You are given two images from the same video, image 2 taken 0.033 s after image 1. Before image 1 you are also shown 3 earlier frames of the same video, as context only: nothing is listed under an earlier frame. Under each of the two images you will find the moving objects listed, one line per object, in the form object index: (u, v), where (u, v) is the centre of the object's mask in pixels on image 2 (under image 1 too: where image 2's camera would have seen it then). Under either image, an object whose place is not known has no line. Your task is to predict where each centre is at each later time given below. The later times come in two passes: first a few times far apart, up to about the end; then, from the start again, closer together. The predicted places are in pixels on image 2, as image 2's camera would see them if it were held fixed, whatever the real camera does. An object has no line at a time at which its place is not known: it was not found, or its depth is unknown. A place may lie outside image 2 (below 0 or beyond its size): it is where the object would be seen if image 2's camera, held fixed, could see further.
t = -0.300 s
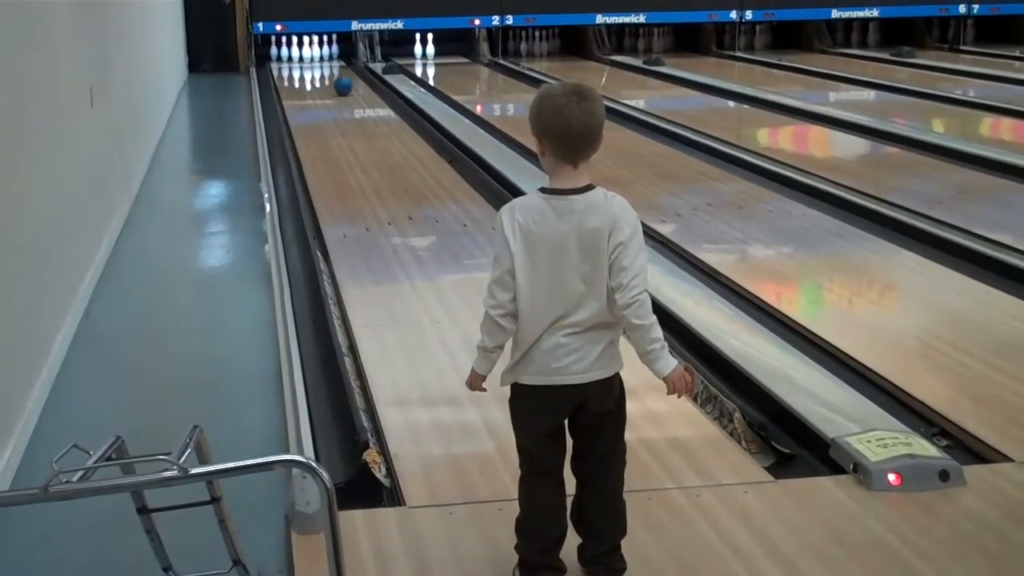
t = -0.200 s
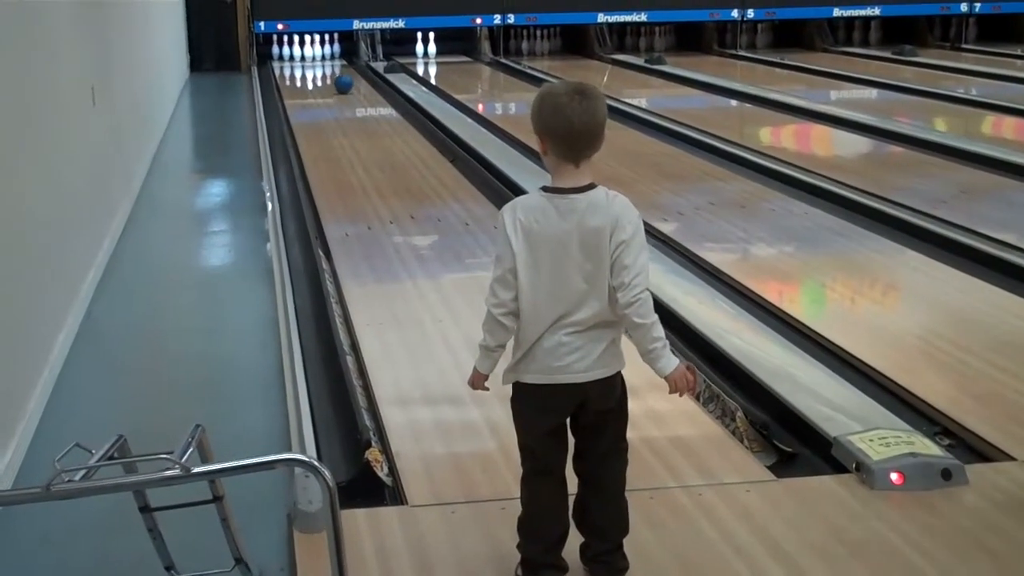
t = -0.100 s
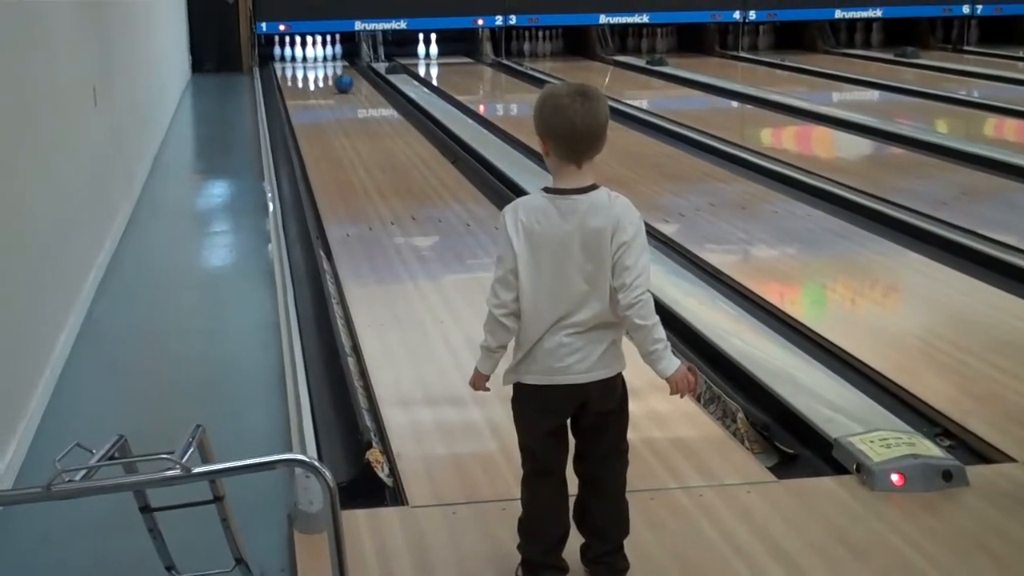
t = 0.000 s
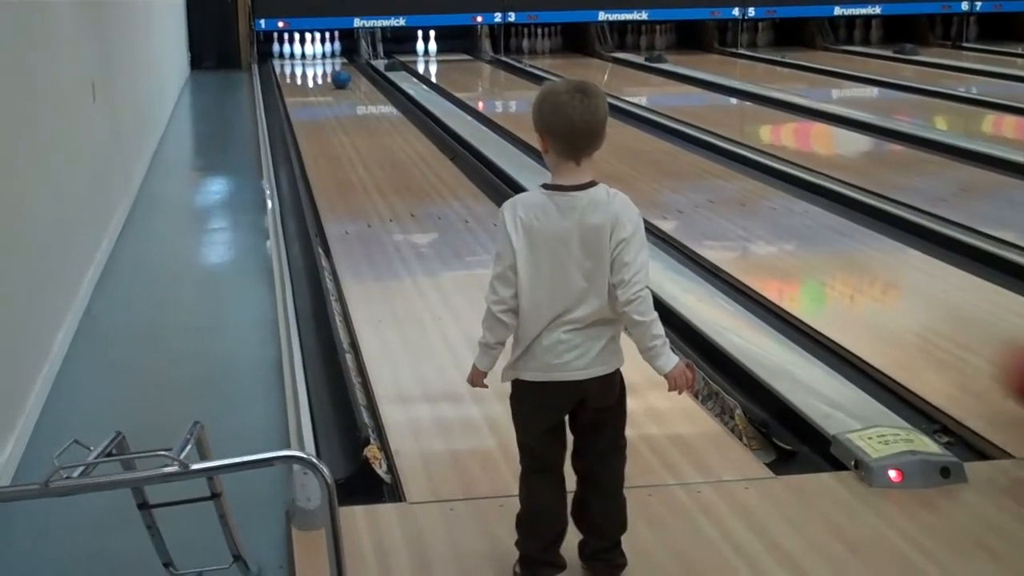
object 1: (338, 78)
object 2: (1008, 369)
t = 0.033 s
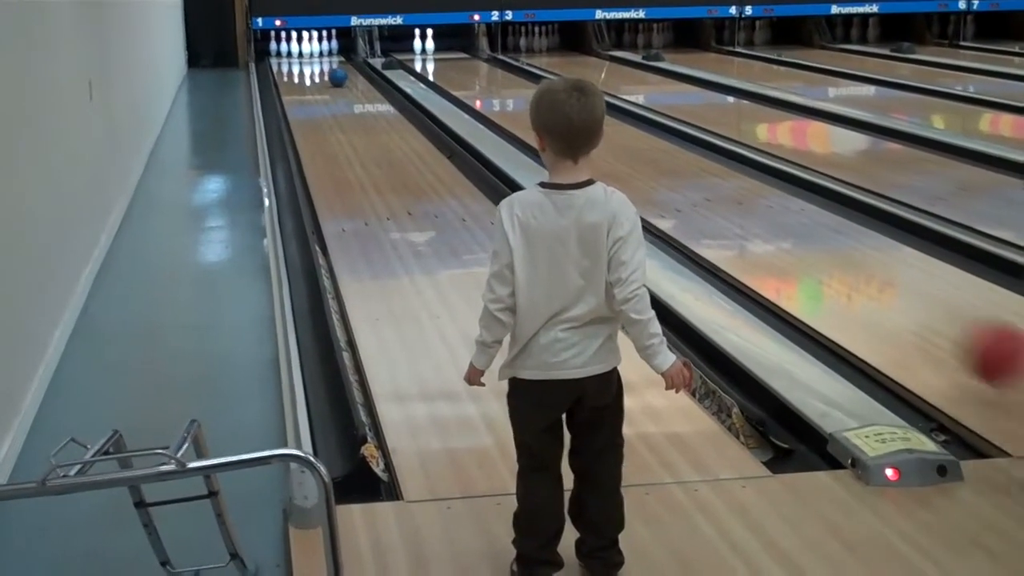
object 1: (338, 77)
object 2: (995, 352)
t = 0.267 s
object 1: (335, 75)
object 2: (811, 270)
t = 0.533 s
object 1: (331, 73)
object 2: (688, 200)
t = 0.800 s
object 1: (329, 71)
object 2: (611, 158)
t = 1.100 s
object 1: (326, 68)
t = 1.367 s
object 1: (323, 66)
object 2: (510, 102)
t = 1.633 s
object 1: (321, 64)
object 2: (480, 86)
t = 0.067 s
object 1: (338, 77)
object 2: (967, 337)
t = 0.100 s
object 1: (337, 78)
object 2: (934, 325)
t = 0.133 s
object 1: (337, 77)
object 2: (905, 318)
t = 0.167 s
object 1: (336, 76)
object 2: (878, 307)
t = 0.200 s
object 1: (336, 76)
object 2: (854, 293)
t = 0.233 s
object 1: (336, 76)
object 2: (832, 282)
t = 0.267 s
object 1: (335, 75)
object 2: (811, 270)
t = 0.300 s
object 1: (335, 75)
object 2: (792, 259)
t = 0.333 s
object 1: (334, 74)
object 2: (775, 250)
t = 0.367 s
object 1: (333, 74)
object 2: (759, 241)
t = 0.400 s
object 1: (333, 74)
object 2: (742, 232)
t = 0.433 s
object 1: (333, 74)
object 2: (726, 223)
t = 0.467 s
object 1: (332, 74)
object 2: (713, 214)
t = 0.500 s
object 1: (332, 73)
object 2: (700, 207)
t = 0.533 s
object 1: (331, 73)
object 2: (688, 200)
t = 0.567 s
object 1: (331, 73)
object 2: (676, 194)
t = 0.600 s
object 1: (331, 72)
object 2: (664, 189)
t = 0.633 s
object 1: (331, 72)
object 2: (655, 182)
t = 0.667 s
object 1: (330, 71)
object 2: (644, 176)
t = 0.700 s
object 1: (330, 71)
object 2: (635, 171)
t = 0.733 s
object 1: (330, 71)
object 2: (626, 167)
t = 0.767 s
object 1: (329, 71)
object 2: (617, 162)
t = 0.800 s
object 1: (329, 71)
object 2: (611, 158)
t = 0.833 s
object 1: (329, 70)
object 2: (606, 157)
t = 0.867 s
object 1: (328, 70)
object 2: (602, 155)
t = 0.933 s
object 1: (327, 69)
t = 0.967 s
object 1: (327, 69)
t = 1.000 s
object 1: (326, 69)
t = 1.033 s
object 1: (326, 68)
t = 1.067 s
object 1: (326, 68)
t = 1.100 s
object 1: (326, 68)
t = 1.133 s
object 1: (326, 68)
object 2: (535, 124)
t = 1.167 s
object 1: (325, 68)
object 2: (532, 119)
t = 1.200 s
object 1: (325, 67)
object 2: (529, 115)
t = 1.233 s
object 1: (324, 67)
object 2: (527, 113)
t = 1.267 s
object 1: (323, 67)
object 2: (523, 110)
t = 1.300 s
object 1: (323, 67)
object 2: (519, 107)
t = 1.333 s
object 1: (323, 66)
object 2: (513, 105)
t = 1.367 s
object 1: (323, 66)
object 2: (510, 102)
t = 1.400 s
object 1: (323, 65)
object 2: (506, 99)
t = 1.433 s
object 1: (322, 65)
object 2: (502, 96)
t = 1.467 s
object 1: (322, 65)
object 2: (498, 95)
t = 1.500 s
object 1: (321, 65)
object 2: (494, 93)
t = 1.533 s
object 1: (321, 64)
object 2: (491, 91)
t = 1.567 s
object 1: (321, 64)
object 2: (487, 89)
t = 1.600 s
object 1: (321, 64)
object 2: (484, 88)
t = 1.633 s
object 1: (321, 64)
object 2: (480, 86)
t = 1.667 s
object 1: (320, 63)
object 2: (478, 83)
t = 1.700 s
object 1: (320, 63)
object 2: (474, 81)
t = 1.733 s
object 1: (319, 63)
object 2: (471, 80)
